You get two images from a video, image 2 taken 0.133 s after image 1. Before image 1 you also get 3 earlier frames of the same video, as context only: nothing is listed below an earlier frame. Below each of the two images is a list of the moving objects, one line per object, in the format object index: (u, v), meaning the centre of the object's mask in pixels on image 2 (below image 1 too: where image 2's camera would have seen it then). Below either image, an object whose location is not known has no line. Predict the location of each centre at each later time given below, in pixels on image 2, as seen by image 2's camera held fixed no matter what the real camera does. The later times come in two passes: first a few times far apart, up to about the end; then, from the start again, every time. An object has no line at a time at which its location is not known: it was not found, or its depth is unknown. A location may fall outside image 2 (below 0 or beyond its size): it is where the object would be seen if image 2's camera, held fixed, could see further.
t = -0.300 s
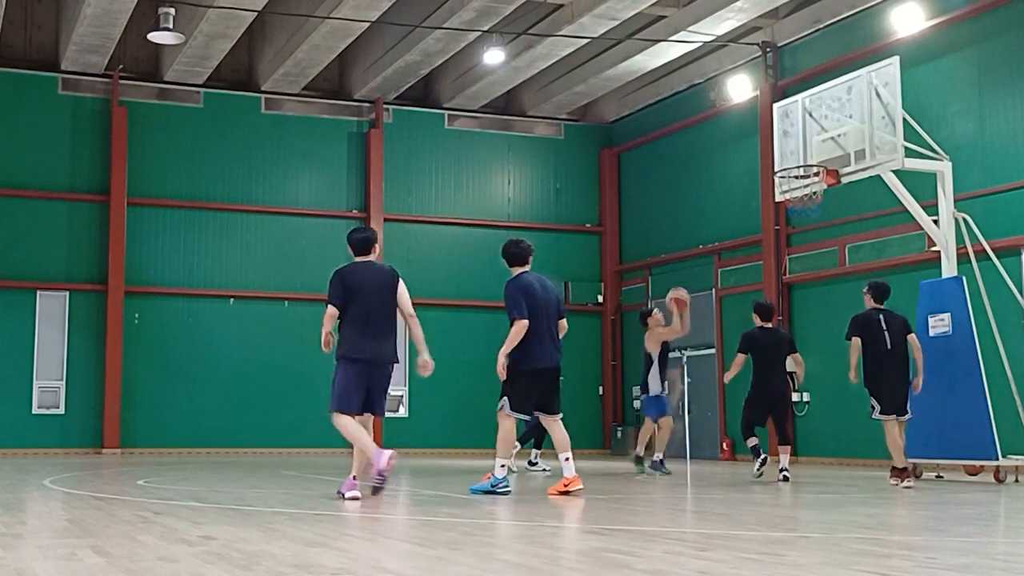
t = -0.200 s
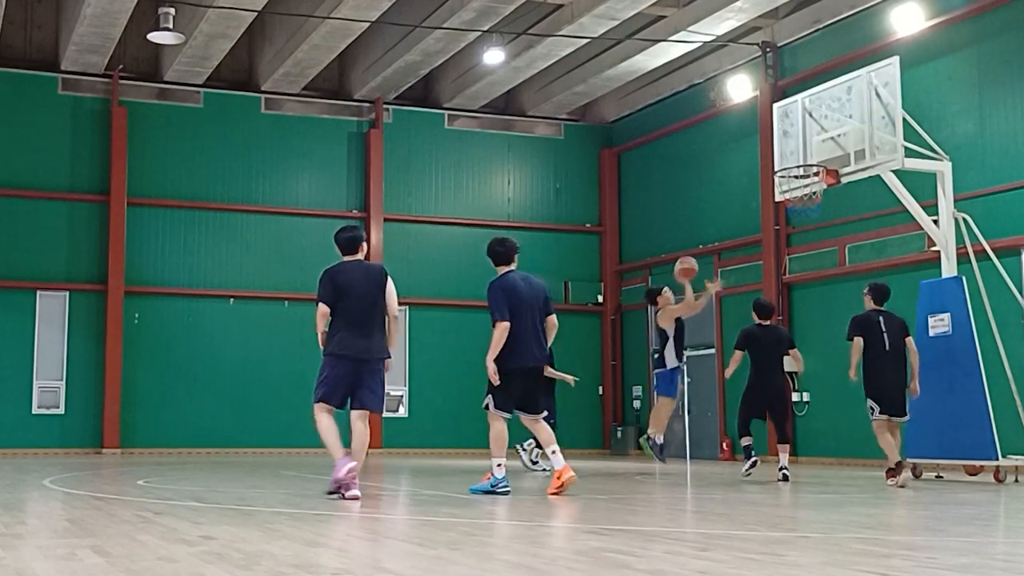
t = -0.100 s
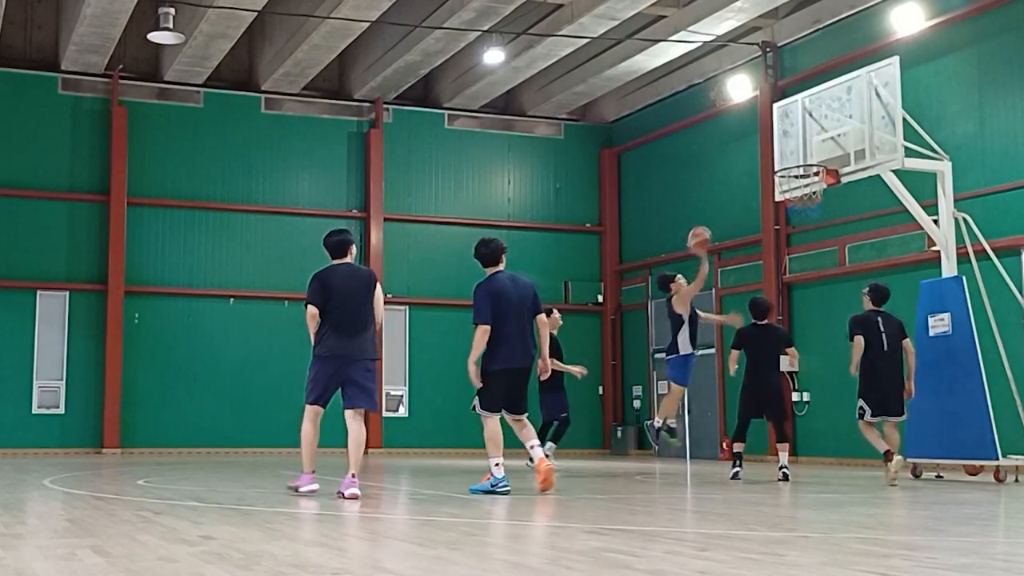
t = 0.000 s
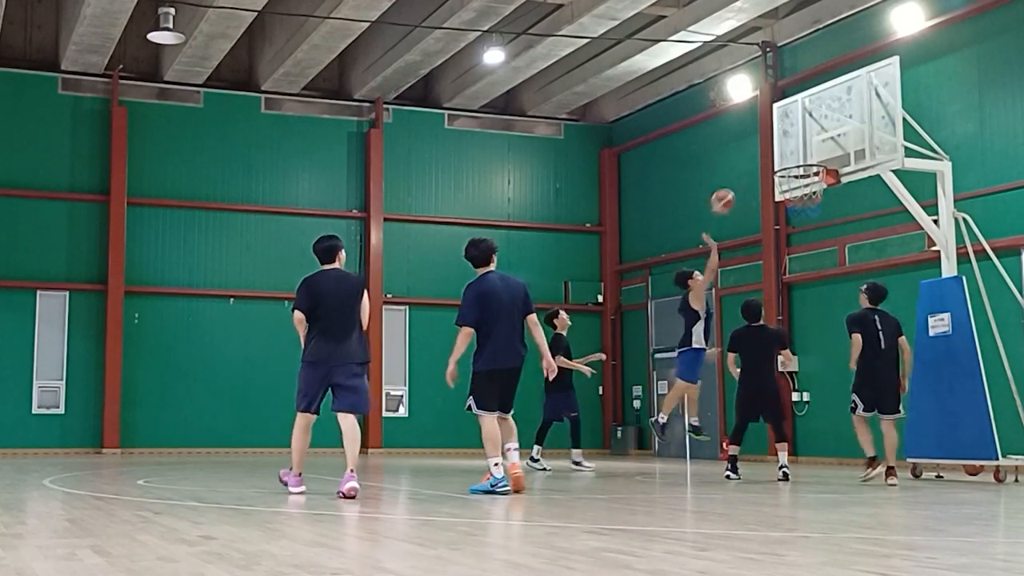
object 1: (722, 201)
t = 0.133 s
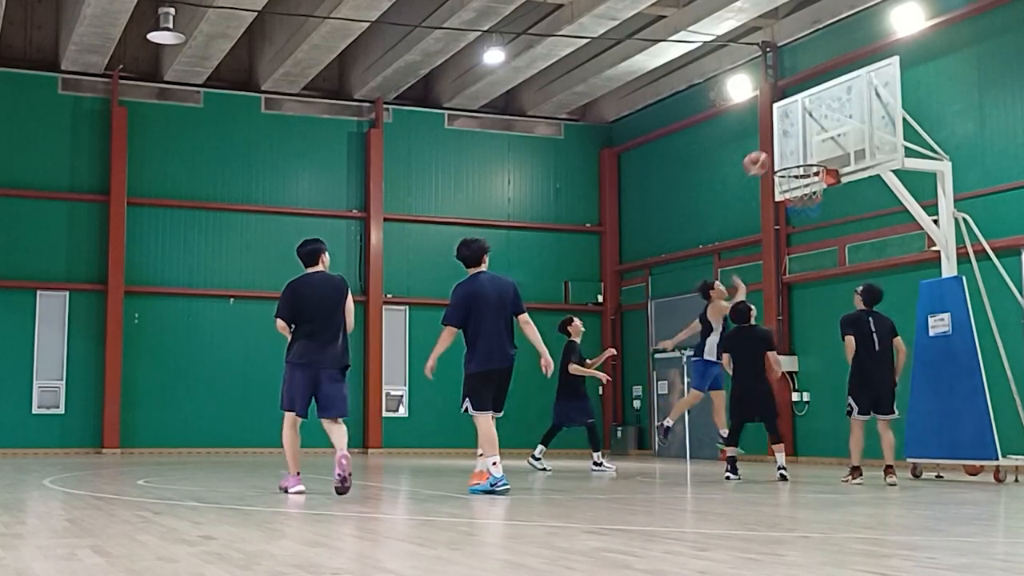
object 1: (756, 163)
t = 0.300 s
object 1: (799, 138)
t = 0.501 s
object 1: (795, 146)
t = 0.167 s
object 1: (764, 156)
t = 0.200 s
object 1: (772, 150)
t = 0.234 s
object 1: (781, 145)
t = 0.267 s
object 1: (790, 141)
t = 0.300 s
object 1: (799, 138)
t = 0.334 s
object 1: (800, 137)
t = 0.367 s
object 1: (799, 137)
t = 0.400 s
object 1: (798, 137)
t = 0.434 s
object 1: (797, 139)
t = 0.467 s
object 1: (796, 142)
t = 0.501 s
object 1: (795, 146)
